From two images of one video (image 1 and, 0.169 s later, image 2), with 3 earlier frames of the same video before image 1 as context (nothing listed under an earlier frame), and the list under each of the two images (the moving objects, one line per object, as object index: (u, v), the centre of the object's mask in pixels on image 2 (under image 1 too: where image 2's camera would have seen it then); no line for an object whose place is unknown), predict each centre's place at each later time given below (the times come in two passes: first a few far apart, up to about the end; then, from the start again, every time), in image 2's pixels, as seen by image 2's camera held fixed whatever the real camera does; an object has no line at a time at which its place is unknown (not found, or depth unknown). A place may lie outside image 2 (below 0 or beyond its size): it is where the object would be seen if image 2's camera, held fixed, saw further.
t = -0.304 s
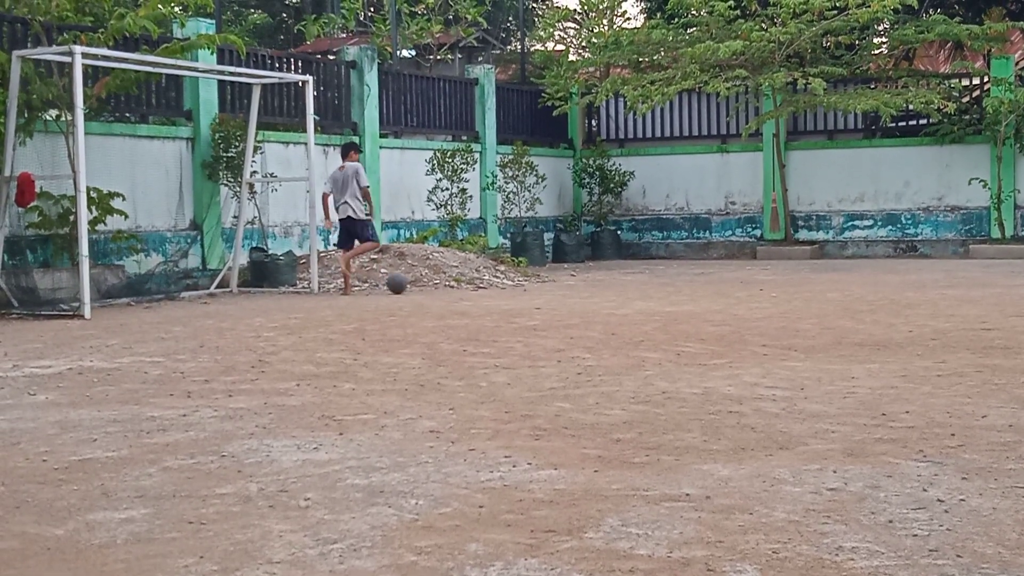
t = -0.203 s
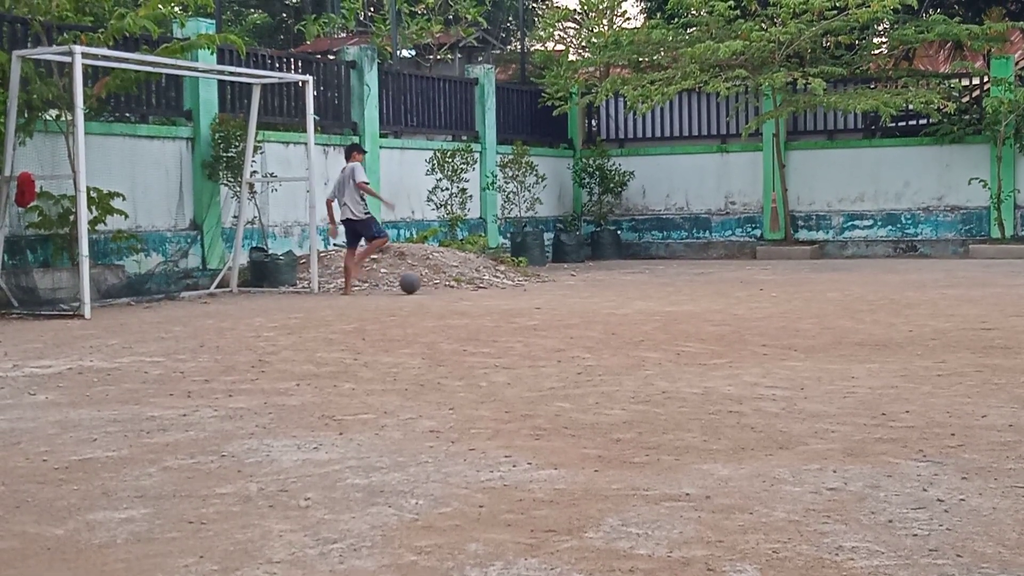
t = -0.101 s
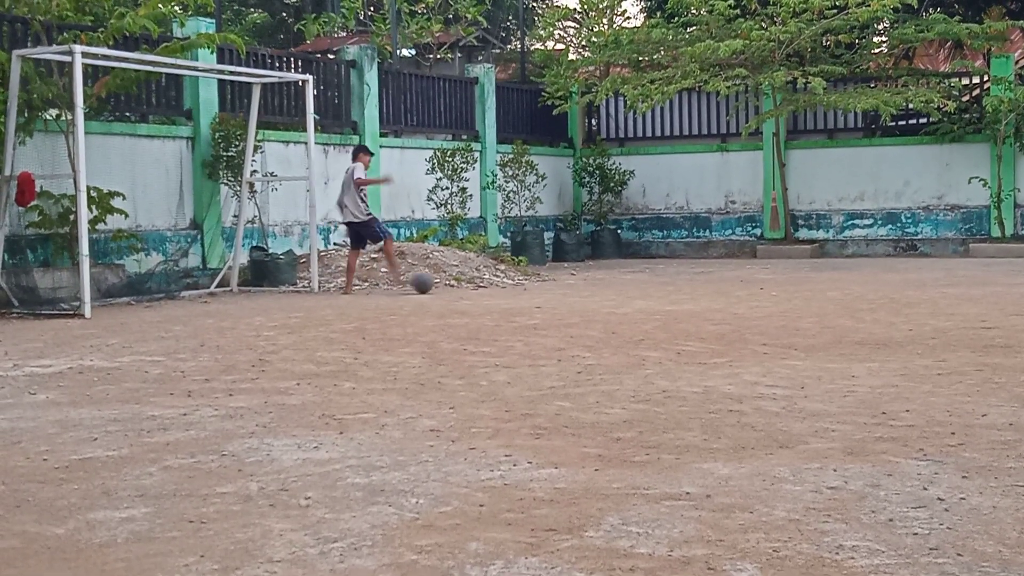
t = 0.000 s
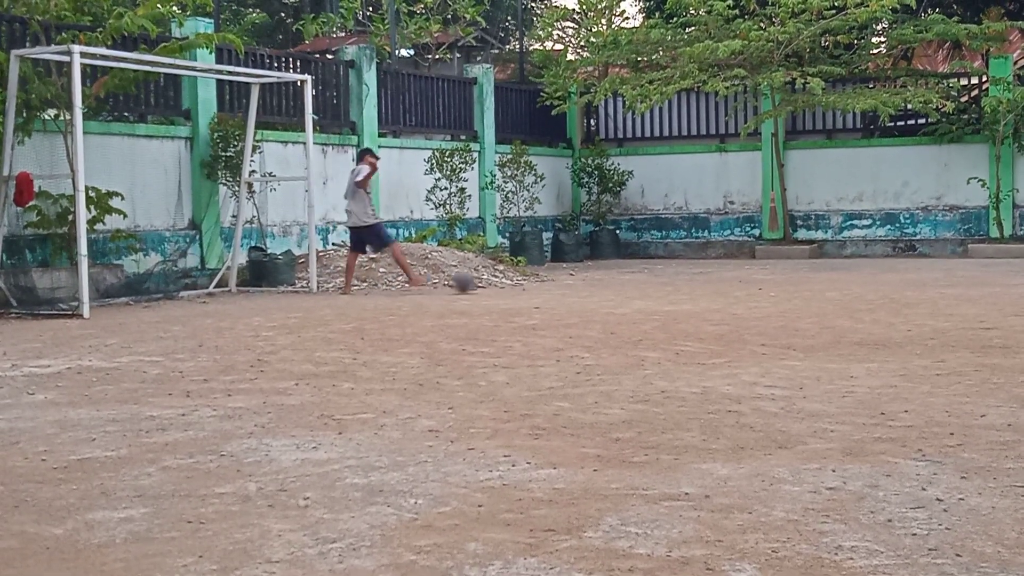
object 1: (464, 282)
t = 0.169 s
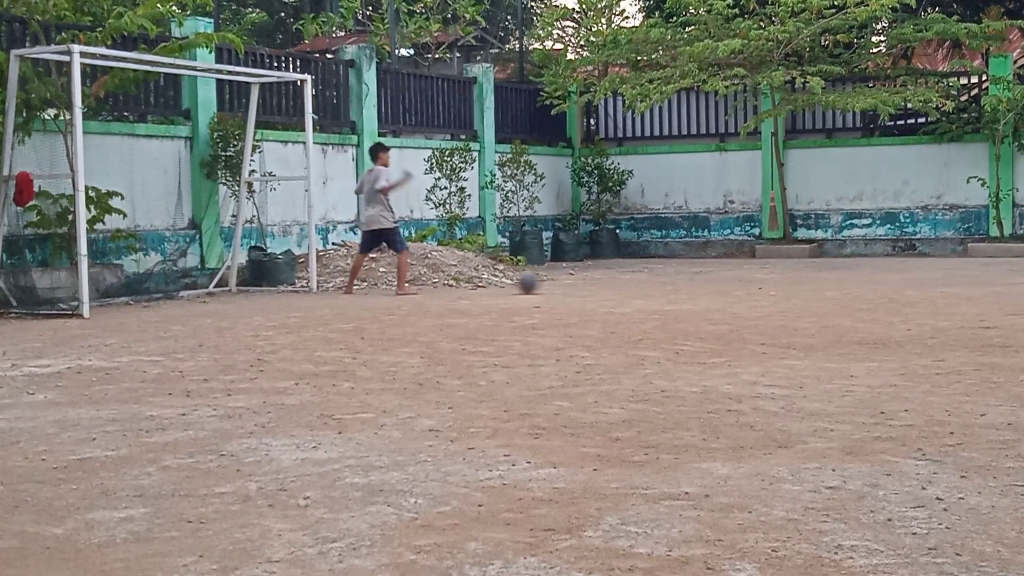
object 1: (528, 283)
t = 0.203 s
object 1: (540, 283)
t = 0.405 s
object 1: (612, 283)
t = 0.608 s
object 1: (683, 283)
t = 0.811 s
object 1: (754, 285)
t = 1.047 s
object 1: (834, 285)
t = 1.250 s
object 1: (900, 285)
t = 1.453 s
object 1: (965, 285)
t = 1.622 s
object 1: (1016, 286)
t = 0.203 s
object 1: (540, 283)
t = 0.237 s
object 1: (552, 283)
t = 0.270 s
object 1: (563, 283)
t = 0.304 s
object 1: (575, 284)
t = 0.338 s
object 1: (587, 284)
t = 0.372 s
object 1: (600, 284)
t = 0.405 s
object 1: (612, 283)
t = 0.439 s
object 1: (623, 284)
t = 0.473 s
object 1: (635, 284)
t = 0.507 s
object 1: (646, 283)
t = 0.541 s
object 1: (659, 283)
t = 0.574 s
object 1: (671, 283)
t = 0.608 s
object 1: (683, 283)
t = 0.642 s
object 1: (695, 283)
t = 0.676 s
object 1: (706, 282)
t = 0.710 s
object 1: (719, 283)
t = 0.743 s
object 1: (731, 284)
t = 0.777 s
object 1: (742, 284)
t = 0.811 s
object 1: (754, 285)
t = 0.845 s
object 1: (765, 284)
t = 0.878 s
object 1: (777, 284)
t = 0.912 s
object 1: (788, 285)
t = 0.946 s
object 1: (800, 285)
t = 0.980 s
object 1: (811, 285)
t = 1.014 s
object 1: (823, 285)
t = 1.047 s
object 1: (834, 285)
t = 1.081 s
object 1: (845, 285)
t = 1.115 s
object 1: (855, 285)
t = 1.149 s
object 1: (867, 284)
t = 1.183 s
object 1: (878, 285)
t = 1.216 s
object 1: (889, 285)
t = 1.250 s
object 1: (900, 285)
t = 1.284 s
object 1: (910, 286)
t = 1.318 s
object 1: (921, 285)
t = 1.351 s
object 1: (932, 285)
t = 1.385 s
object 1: (942, 285)
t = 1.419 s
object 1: (953, 286)
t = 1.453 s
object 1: (965, 285)
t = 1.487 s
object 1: (975, 285)
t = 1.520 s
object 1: (987, 287)
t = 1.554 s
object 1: (997, 285)
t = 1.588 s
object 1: (1007, 285)
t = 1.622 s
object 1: (1016, 286)
